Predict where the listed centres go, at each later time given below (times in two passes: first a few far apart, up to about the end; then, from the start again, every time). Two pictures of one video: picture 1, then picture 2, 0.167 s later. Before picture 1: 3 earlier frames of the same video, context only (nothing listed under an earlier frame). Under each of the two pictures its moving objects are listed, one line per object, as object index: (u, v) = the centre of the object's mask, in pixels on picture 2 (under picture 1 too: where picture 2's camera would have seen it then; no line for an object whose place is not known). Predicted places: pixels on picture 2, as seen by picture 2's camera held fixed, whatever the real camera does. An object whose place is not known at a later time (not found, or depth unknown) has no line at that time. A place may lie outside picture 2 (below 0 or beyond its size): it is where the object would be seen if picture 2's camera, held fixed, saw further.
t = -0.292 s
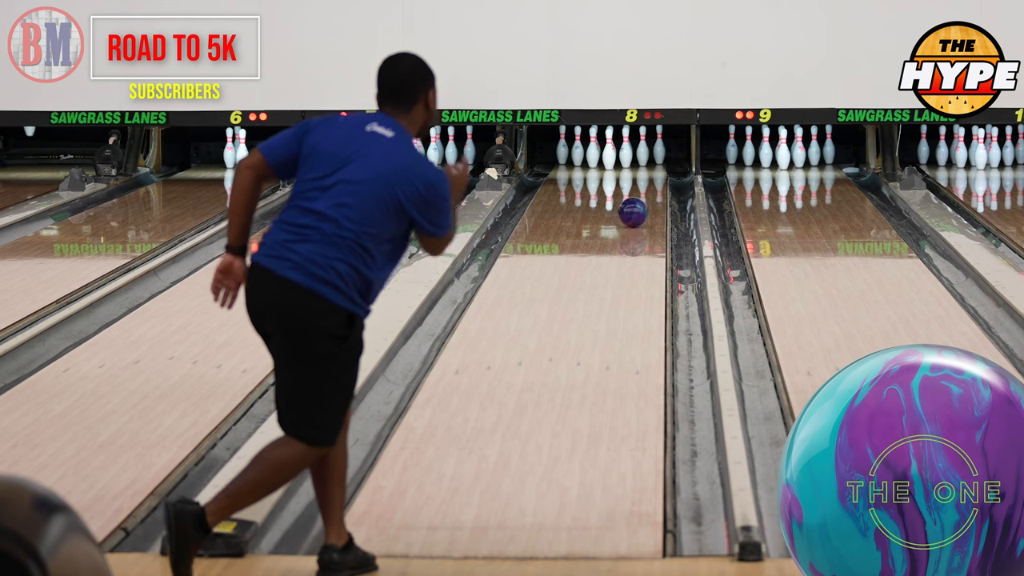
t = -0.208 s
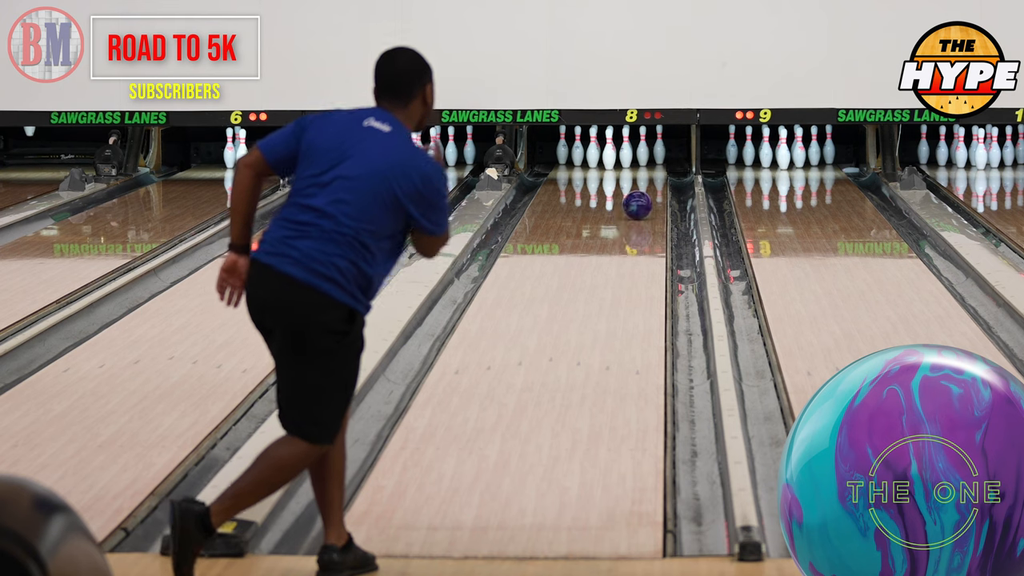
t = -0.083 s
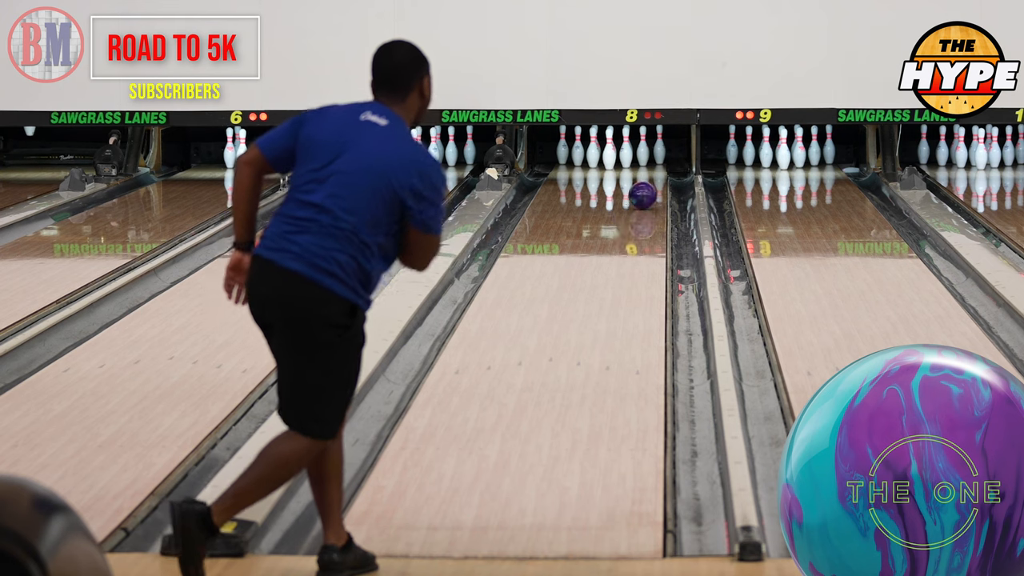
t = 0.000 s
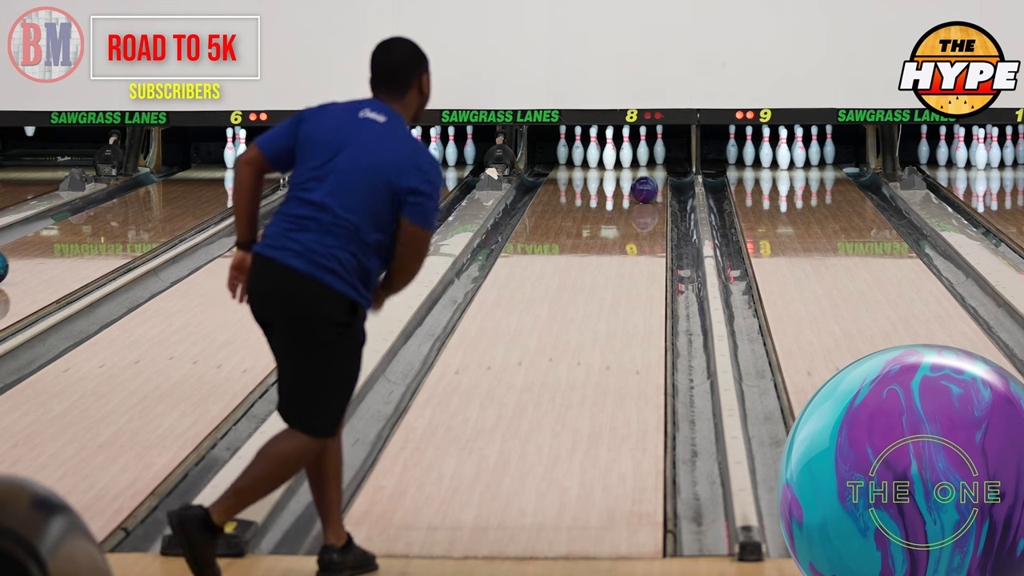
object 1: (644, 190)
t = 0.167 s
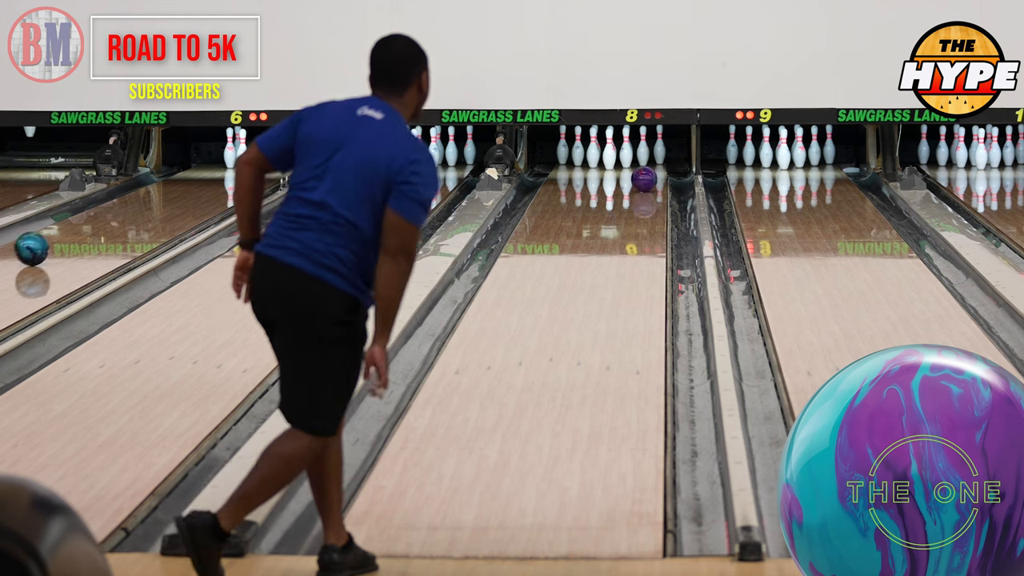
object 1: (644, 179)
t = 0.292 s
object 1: (640, 172)
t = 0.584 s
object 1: (625, 159)
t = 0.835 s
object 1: (626, 152)
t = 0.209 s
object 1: (643, 177)
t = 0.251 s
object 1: (642, 175)
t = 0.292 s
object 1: (640, 172)
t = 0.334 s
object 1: (639, 170)
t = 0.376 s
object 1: (636, 168)
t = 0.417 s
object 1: (634, 166)
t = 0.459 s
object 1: (631, 164)
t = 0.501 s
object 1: (629, 162)
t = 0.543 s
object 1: (626, 160)
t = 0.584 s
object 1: (625, 159)
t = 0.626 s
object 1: (626, 157)
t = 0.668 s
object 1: (628, 155)
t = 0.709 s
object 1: (628, 155)
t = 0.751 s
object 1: (627, 154)
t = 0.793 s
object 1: (627, 153)
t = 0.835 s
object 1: (626, 152)
